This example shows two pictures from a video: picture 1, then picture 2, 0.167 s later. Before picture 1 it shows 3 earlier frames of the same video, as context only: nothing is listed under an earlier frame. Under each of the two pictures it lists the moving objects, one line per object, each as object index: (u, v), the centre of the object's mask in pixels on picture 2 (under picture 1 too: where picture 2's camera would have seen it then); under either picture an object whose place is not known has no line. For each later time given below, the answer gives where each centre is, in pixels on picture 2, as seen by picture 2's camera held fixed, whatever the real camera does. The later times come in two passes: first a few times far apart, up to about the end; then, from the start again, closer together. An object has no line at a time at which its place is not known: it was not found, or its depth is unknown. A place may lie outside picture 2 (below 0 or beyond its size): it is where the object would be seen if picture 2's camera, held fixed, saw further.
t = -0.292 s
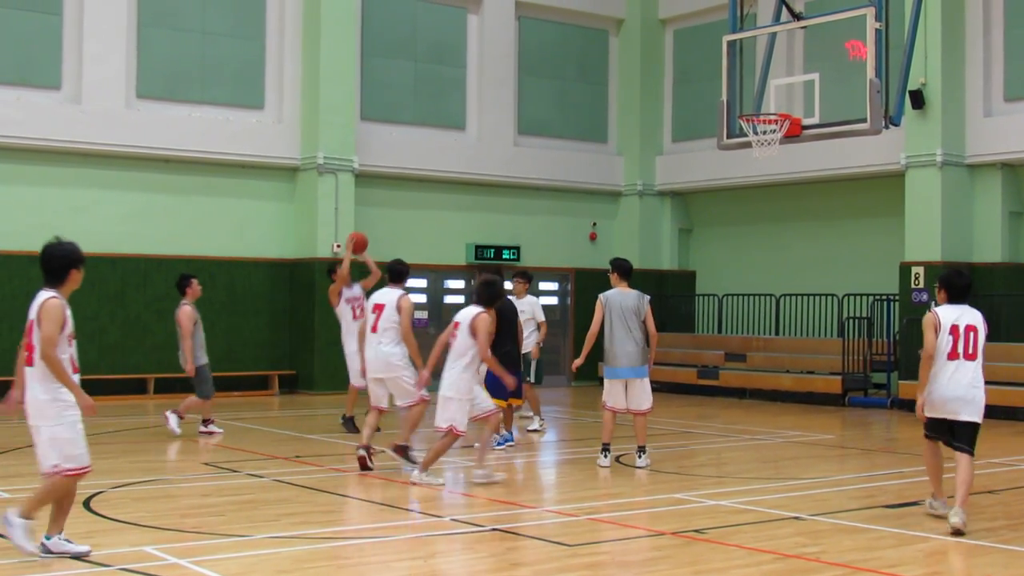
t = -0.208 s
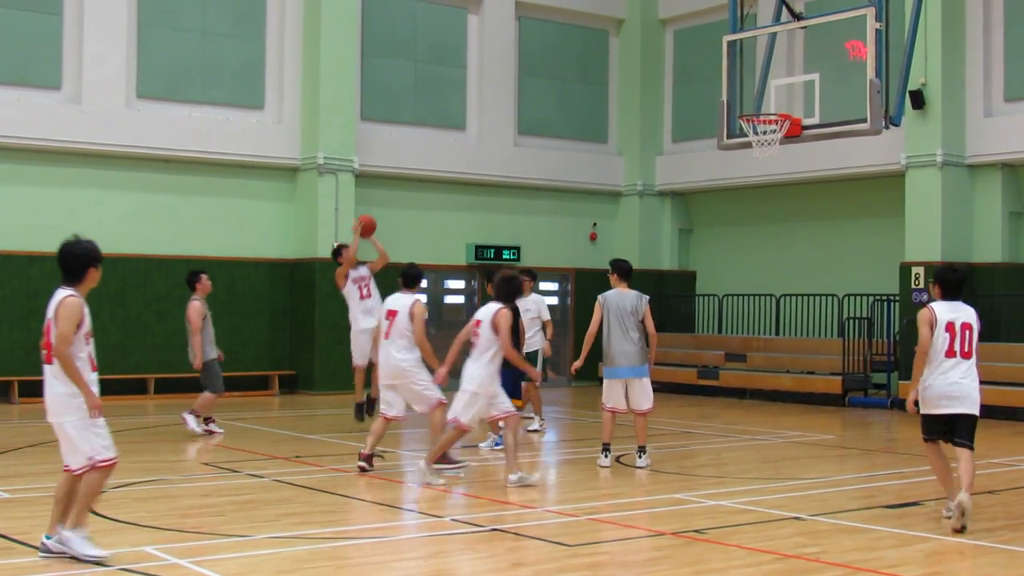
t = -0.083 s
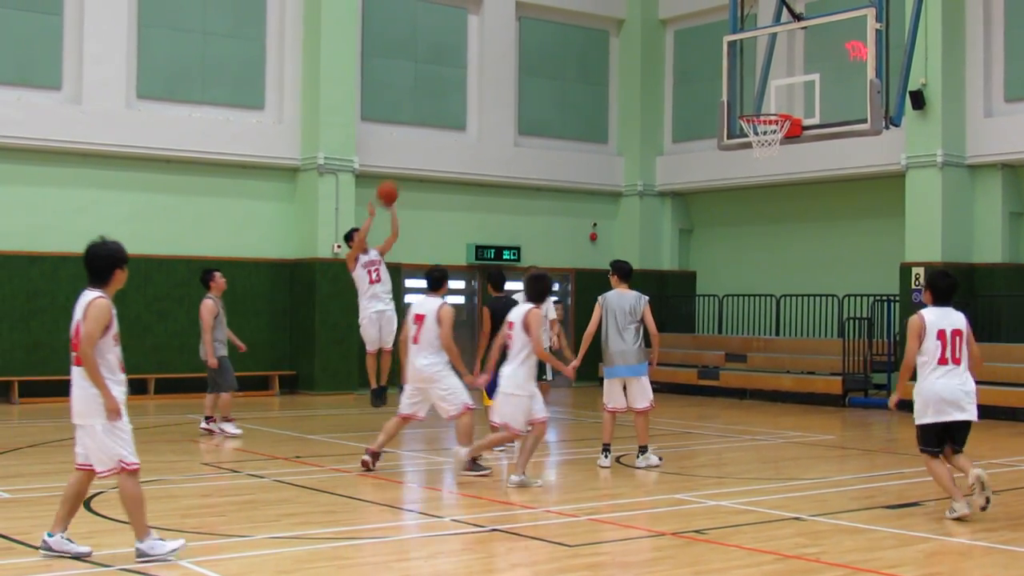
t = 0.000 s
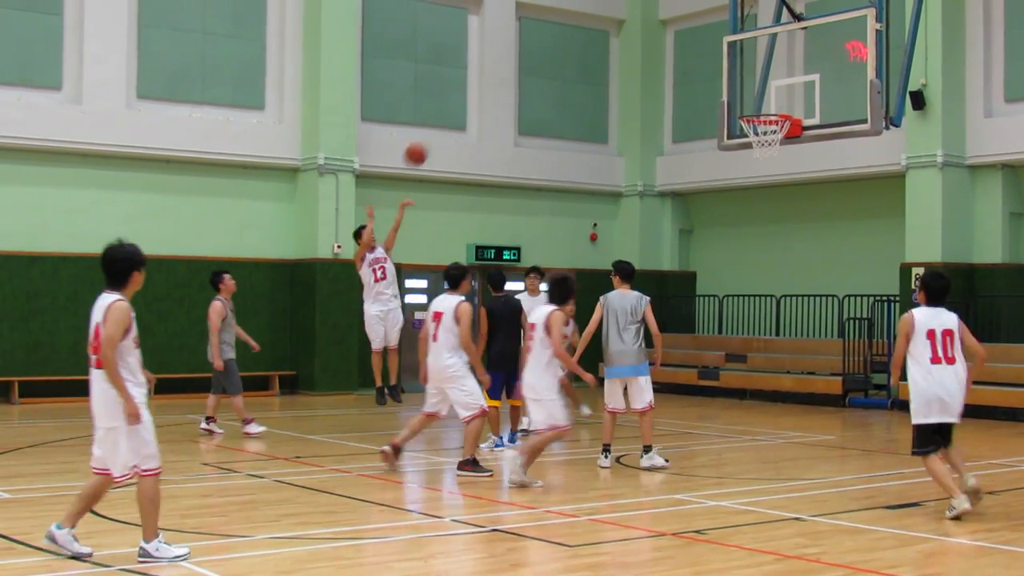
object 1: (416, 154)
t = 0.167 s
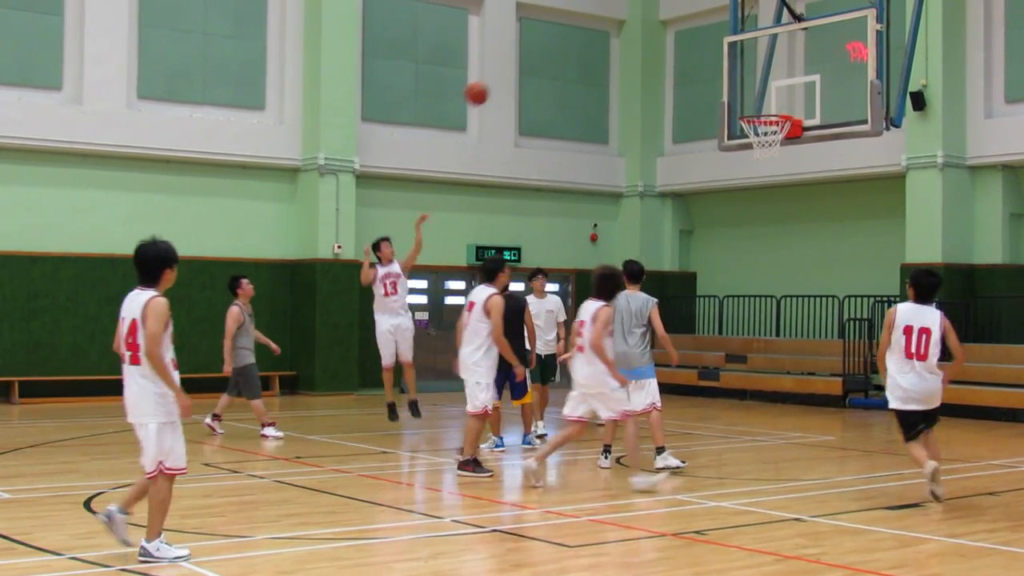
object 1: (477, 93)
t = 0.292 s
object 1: (524, 62)
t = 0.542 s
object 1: (623, 44)
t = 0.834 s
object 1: (749, 103)
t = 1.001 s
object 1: (785, 138)
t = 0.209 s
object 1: (492, 82)
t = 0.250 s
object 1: (508, 71)
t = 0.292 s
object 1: (524, 62)
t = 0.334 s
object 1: (540, 55)
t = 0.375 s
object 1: (557, 50)
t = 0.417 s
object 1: (574, 45)
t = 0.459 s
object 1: (589, 43)
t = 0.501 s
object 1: (606, 43)
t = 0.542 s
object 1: (623, 44)
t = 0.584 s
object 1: (641, 47)
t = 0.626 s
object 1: (658, 52)
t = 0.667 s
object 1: (676, 58)
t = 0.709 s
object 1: (693, 66)
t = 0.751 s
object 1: (711, 77)
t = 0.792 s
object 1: (730, 89)
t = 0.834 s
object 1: (749, 103)
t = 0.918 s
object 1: (782, 135)
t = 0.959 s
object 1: (786, 137)
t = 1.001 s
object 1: (785, 138)
